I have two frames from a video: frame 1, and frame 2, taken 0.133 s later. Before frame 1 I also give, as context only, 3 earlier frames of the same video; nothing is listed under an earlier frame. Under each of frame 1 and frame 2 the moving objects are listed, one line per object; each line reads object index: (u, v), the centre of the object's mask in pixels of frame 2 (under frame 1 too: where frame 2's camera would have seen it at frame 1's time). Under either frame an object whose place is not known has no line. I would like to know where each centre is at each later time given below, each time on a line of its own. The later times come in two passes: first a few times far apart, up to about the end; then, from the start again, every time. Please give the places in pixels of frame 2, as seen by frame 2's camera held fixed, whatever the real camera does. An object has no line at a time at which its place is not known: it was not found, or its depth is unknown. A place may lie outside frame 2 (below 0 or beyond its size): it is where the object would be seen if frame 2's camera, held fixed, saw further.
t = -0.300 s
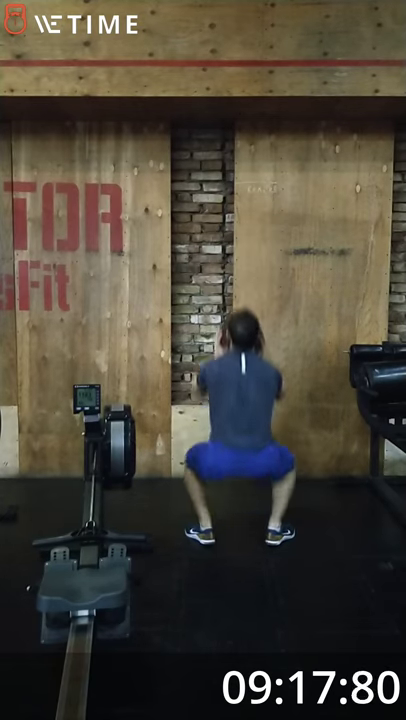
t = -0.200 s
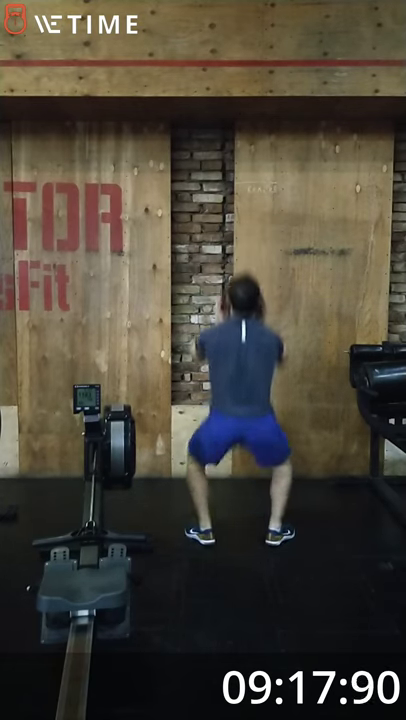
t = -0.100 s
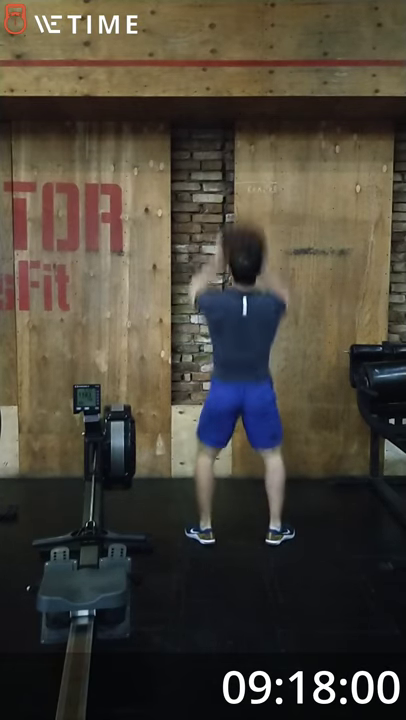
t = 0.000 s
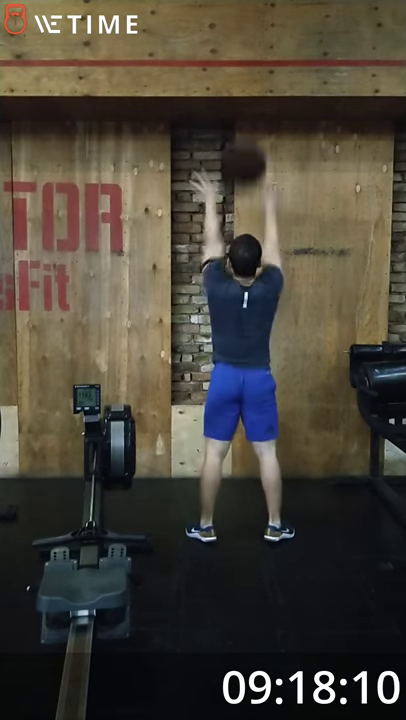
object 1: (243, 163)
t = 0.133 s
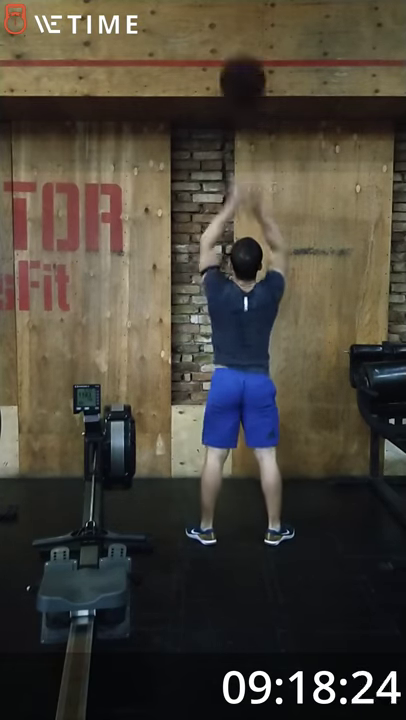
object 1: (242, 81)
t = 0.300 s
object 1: (242, 22)
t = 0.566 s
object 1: (242, 15)
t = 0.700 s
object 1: (243, 51)
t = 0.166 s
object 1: (242, 64)
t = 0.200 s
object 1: (242, 50)
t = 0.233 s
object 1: (242, 38)
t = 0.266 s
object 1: (242, 27)
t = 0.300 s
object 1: (242, 22)
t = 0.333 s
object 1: (241, 18)
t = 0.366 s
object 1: (241, 16)
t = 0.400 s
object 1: (241, 15)
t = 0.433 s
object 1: (241, 14)
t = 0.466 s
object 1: (241, 14)
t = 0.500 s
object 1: (242, 14)
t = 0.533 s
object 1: (242, 14)
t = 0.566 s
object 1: (242, 15)
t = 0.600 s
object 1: (243, 21)
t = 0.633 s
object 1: (243, 29)
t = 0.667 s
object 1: (243, 39)
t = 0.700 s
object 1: (243, 51)
